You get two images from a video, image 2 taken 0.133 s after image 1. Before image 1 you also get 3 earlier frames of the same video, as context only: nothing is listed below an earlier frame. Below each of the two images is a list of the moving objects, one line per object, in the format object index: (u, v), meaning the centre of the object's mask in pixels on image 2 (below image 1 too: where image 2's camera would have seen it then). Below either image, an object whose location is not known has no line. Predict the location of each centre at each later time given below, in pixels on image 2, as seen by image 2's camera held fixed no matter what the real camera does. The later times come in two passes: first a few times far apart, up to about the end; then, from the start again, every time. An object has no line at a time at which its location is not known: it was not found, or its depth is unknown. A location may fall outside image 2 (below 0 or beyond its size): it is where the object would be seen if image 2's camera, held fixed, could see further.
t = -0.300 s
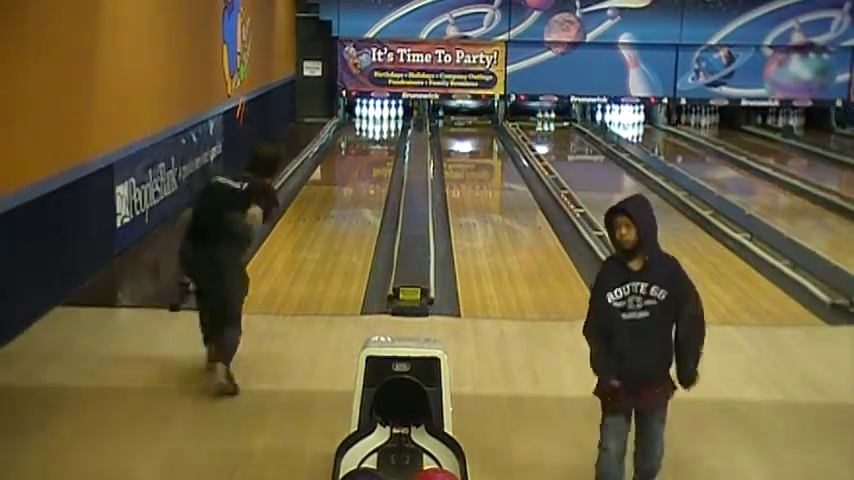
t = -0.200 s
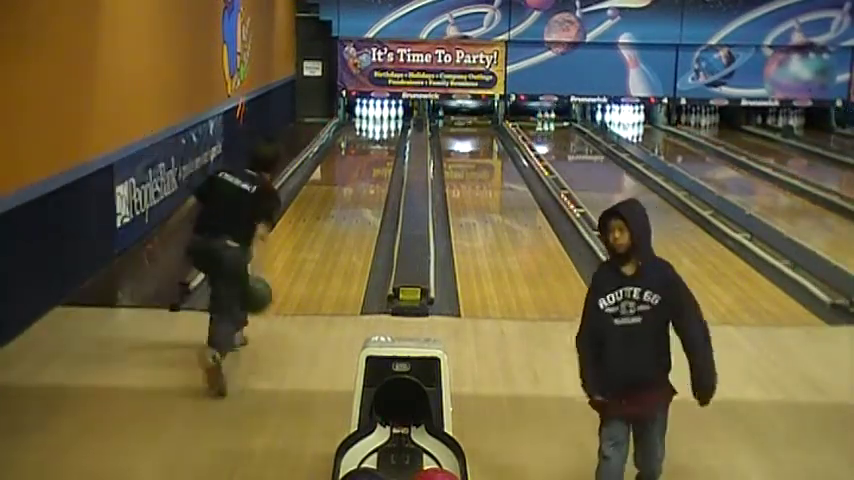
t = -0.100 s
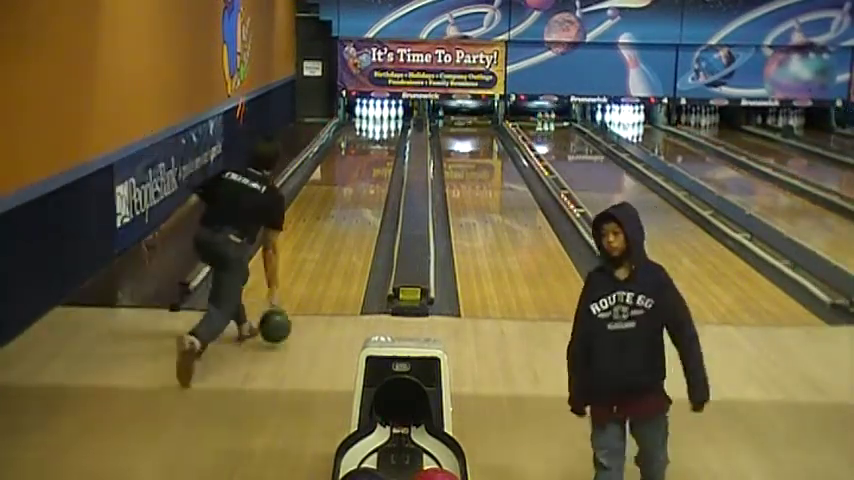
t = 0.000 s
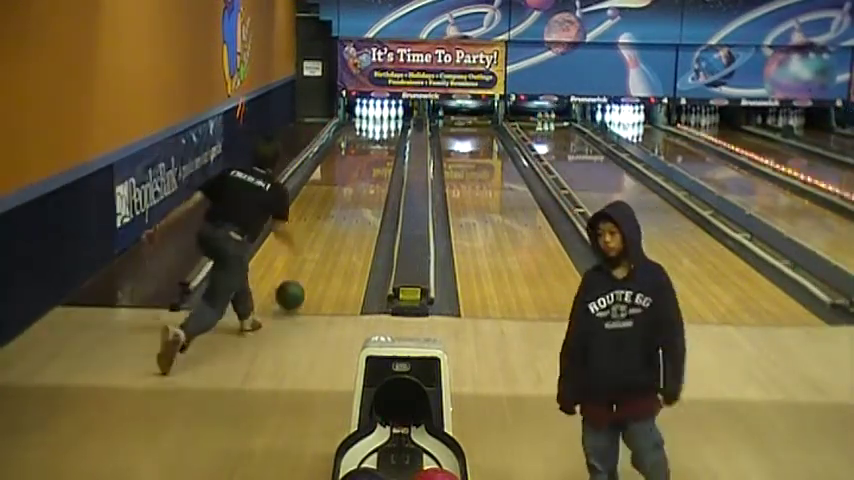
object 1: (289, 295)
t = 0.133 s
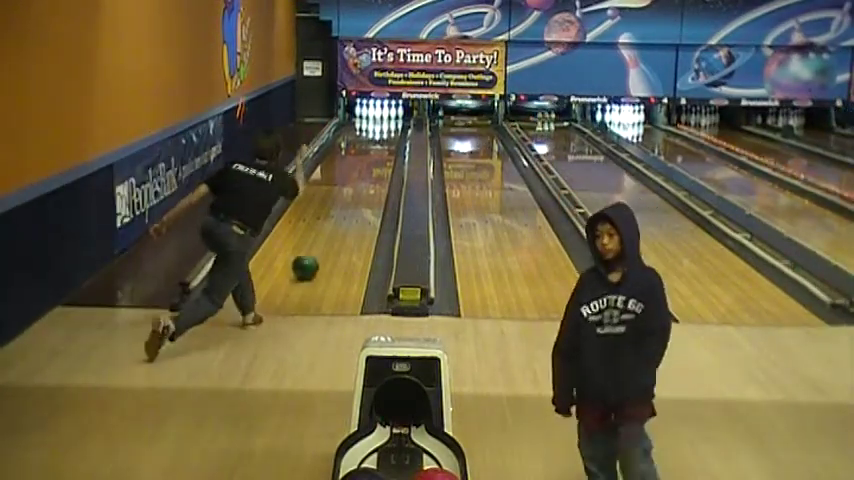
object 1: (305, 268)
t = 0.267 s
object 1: (317, 240)
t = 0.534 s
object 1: (334, 202)
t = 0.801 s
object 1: (346, 175)
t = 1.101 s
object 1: (355, 153)
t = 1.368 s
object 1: (361, 137)
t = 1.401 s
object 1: (362, 136)
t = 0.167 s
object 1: (308, 260)
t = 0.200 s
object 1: (311, 253)
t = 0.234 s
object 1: (314, 246)
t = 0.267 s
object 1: (317, 240)
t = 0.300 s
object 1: (319, 235)
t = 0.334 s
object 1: (322, 229)
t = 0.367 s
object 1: (325, 224)
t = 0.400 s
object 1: (327, 219)
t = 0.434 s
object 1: (329, 215)
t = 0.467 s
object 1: (330, 210)
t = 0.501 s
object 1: (332, 206)
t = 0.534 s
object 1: (334, 202)
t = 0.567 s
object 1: (336, 198)
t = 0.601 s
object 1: (337, 194)
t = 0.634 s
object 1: (339, 192)
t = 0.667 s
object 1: (341, 188)
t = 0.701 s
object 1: (342, 184)
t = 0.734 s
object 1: (343, 180)
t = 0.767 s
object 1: (345, 177)
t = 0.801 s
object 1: (346, 175)
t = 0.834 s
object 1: (347, 173)
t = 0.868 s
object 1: (348, 169)
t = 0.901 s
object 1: (349, 167)
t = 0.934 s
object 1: (350, 165)
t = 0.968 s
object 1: (351, 163)
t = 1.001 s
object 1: (353, 160)
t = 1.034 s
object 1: (354, 157)
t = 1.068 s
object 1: (354, 154)
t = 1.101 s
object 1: (355, 153)
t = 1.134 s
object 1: (356, 150)
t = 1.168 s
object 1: (357, 150)
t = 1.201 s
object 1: (358, 148)
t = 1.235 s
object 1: (358, 144)
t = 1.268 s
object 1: (358, 143)
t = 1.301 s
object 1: (359, 142)
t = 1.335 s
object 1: (360, 141)
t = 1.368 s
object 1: (361, 137)
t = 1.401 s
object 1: (362, 136)
